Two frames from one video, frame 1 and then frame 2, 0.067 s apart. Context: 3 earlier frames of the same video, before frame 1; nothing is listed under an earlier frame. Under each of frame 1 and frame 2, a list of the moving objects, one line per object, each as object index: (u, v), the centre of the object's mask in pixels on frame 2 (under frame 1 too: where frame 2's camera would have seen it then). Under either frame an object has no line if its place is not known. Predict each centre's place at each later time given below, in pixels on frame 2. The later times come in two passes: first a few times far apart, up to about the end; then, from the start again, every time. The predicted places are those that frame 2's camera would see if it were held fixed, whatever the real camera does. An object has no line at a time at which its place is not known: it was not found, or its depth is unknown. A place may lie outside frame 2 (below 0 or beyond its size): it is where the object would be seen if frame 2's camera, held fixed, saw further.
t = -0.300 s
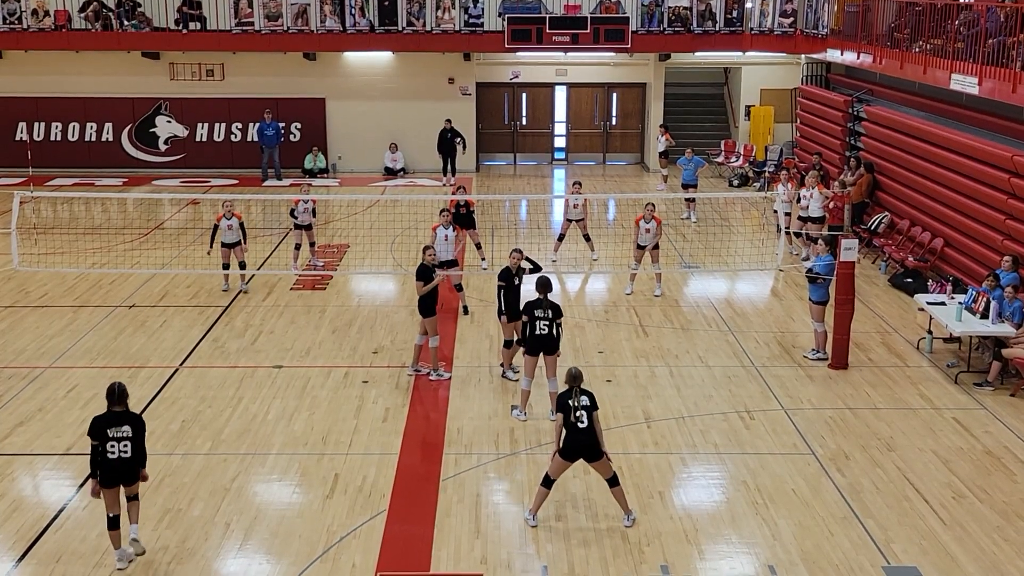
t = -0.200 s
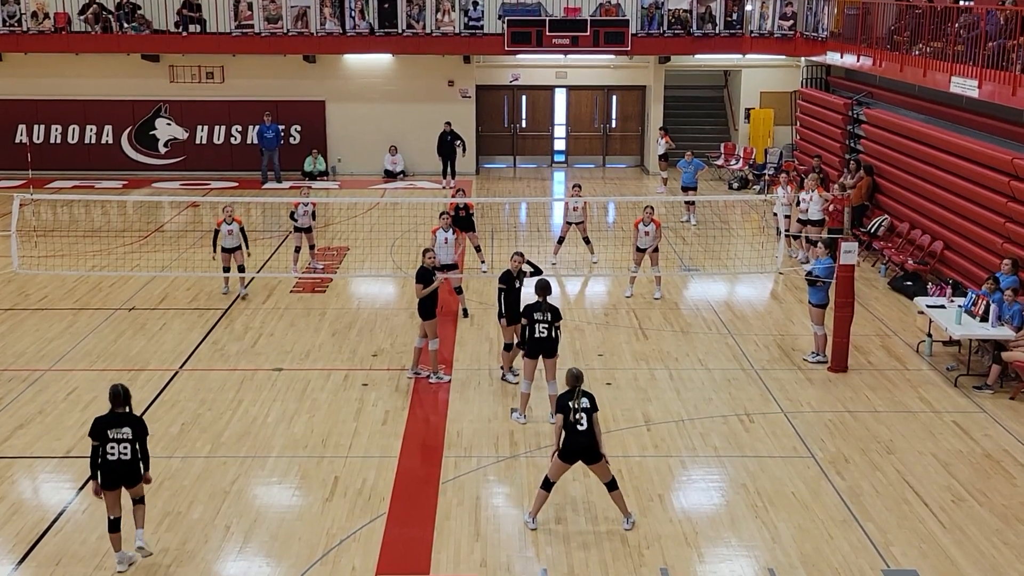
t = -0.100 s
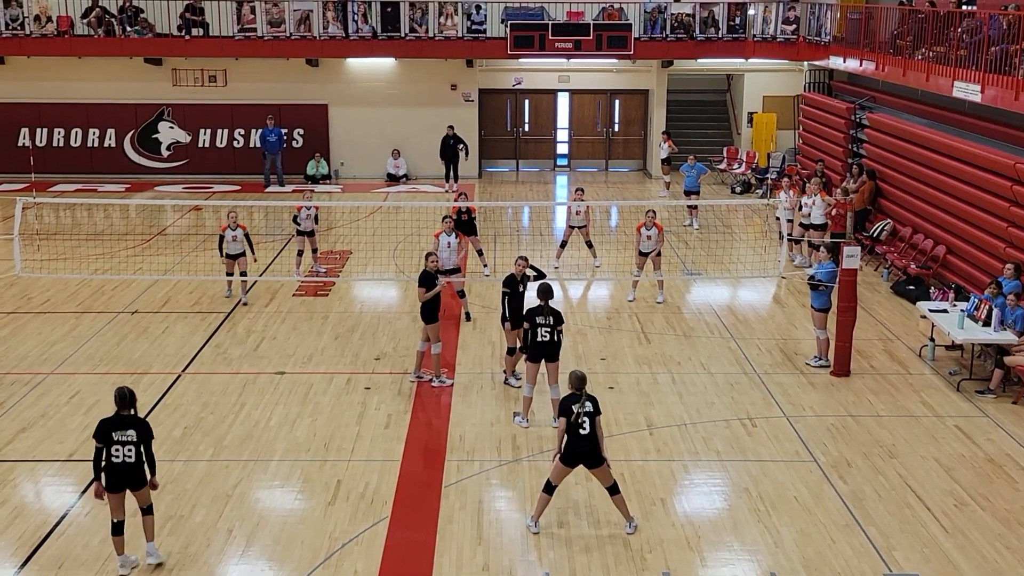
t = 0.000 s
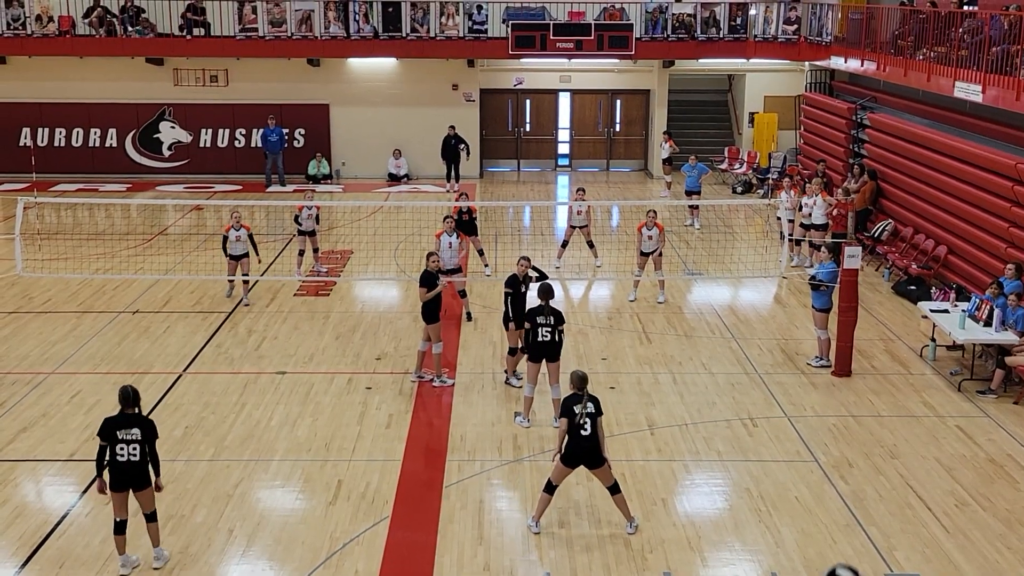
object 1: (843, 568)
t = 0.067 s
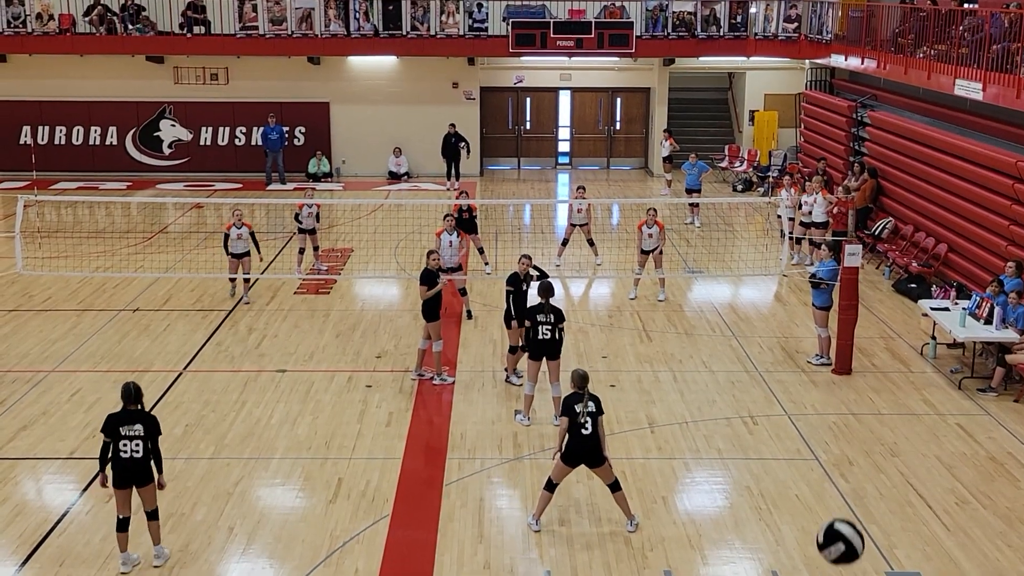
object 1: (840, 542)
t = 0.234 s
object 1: (832, 475)
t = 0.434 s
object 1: (818, 471)
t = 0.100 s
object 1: (839, 524)
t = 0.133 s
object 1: (837, 508)
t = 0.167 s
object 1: (836, 495)
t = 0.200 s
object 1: (834, 484)
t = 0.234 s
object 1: (832, 475)
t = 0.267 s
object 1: (830, 469)
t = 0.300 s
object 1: (828, 465)
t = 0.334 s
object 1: (825, 464)
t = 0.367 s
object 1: (823, 464)
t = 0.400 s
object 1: (820, 466)
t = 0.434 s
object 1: (818, 471)
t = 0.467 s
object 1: (815, 477)
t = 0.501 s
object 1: (812, 486)
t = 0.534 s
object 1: (810, 496)
